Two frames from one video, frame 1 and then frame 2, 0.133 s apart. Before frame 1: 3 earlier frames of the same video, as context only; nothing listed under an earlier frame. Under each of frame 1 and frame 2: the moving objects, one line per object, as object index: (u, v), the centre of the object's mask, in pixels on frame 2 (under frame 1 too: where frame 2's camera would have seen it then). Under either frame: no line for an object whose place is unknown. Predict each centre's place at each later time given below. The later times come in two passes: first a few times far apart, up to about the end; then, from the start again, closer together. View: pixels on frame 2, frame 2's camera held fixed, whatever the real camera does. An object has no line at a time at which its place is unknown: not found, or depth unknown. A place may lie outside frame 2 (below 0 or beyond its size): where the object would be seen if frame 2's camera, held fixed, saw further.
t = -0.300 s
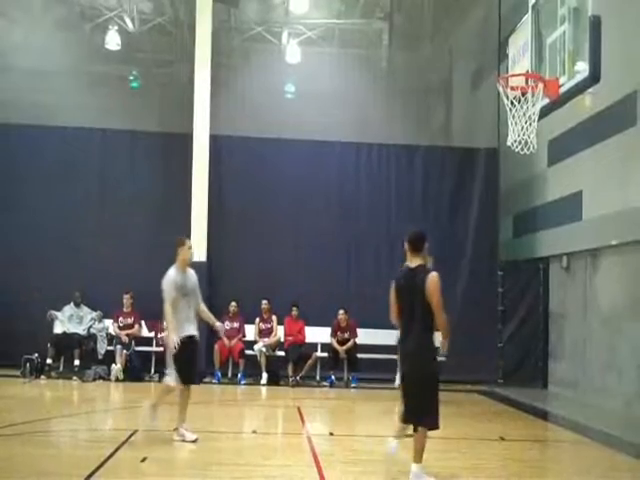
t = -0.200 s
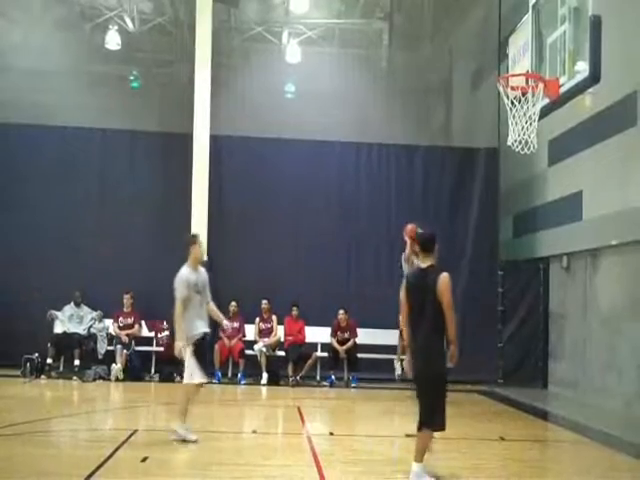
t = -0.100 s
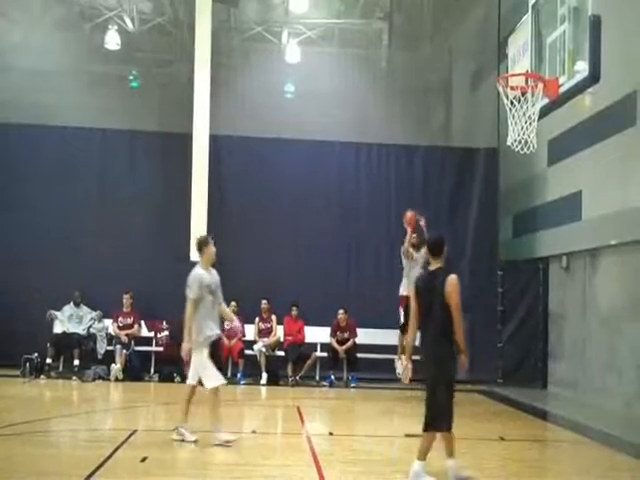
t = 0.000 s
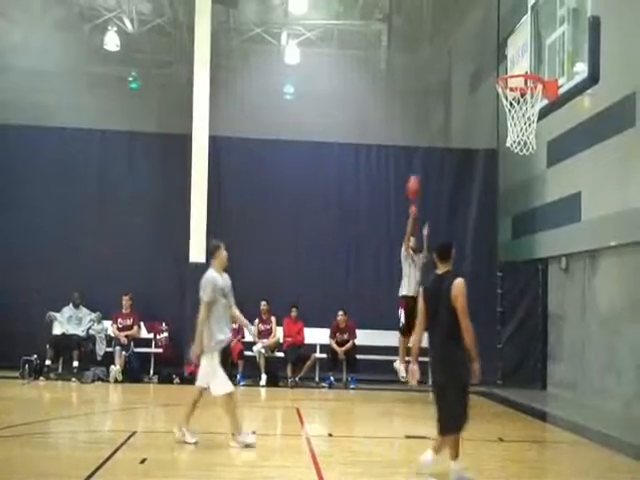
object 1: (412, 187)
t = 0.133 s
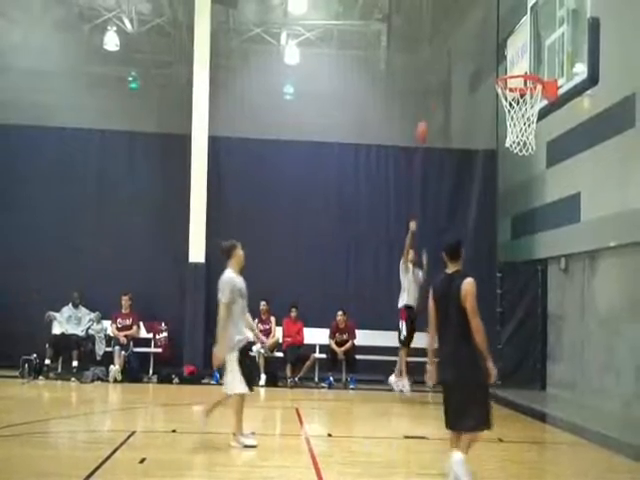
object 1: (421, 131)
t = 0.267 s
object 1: (431, 87)
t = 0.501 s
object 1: (451, 31)
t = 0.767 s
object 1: (479, 17)
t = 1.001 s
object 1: (509, 67)
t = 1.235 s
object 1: (546, 187)
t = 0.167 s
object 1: (424, 119)
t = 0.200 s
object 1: (428, 109)
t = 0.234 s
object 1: (431, 96)
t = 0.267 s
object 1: (431, 87)
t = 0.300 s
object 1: (434, 75)
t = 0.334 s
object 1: (436, 67)
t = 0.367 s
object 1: (439, 58)
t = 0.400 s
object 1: (442, 49)
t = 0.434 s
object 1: (445, 44)
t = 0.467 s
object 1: (447, 38)
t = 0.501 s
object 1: (451, 31)
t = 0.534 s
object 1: (454, 26)
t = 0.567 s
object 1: (457, 22)
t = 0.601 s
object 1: (461, 19)
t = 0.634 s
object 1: (465, 16)
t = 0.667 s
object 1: (467, 15)
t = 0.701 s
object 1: (472, 14)
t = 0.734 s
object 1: (475, 14)
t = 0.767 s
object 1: (479, 17)
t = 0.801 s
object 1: (483, 21)
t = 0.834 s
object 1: (487, 25)
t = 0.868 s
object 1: (490, 31)
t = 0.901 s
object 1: (494, 37)
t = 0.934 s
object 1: (500, 46)
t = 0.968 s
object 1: (505, 56)
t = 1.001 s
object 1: (509, 67)
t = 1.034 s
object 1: (518, 86)
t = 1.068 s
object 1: (523, 100)
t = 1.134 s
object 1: (530, 139)
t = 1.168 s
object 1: (535, 148)
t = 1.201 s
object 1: (540, 170)
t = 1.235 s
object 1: (546, 187)
